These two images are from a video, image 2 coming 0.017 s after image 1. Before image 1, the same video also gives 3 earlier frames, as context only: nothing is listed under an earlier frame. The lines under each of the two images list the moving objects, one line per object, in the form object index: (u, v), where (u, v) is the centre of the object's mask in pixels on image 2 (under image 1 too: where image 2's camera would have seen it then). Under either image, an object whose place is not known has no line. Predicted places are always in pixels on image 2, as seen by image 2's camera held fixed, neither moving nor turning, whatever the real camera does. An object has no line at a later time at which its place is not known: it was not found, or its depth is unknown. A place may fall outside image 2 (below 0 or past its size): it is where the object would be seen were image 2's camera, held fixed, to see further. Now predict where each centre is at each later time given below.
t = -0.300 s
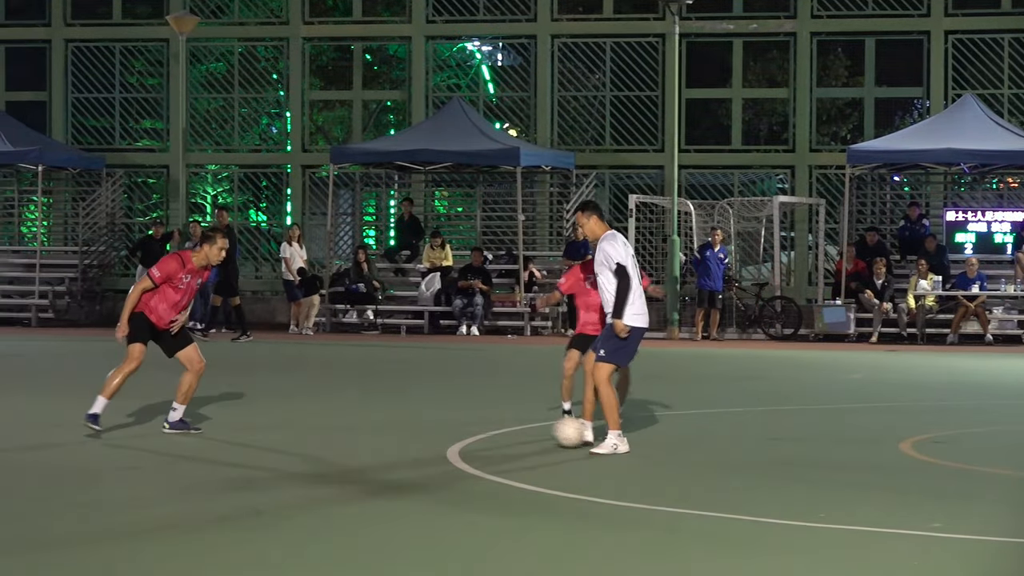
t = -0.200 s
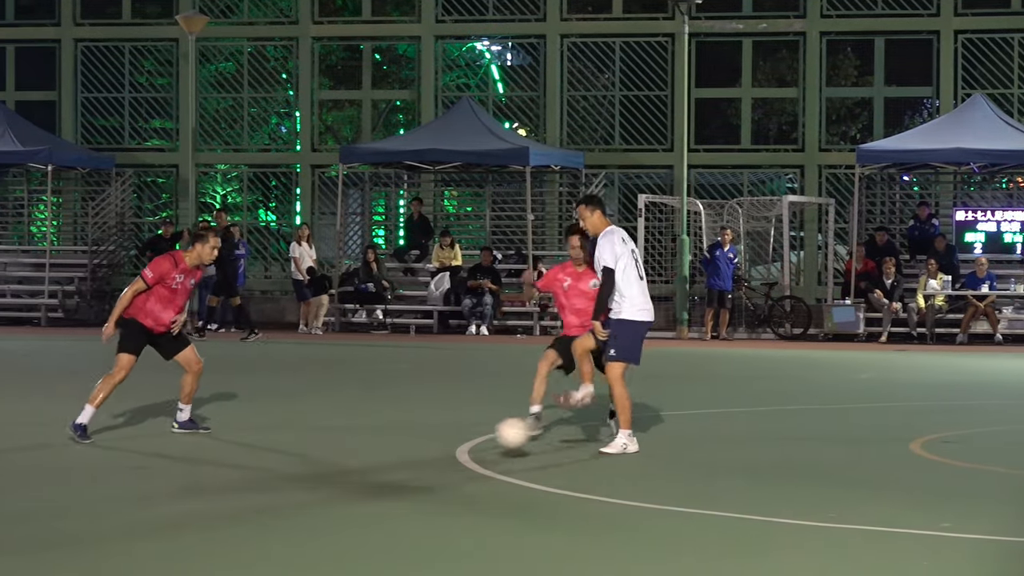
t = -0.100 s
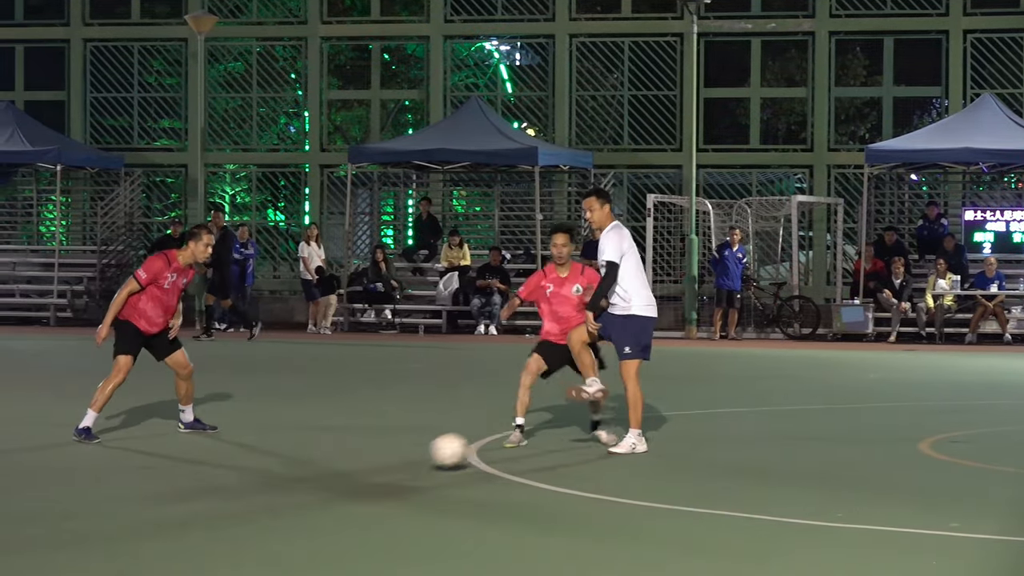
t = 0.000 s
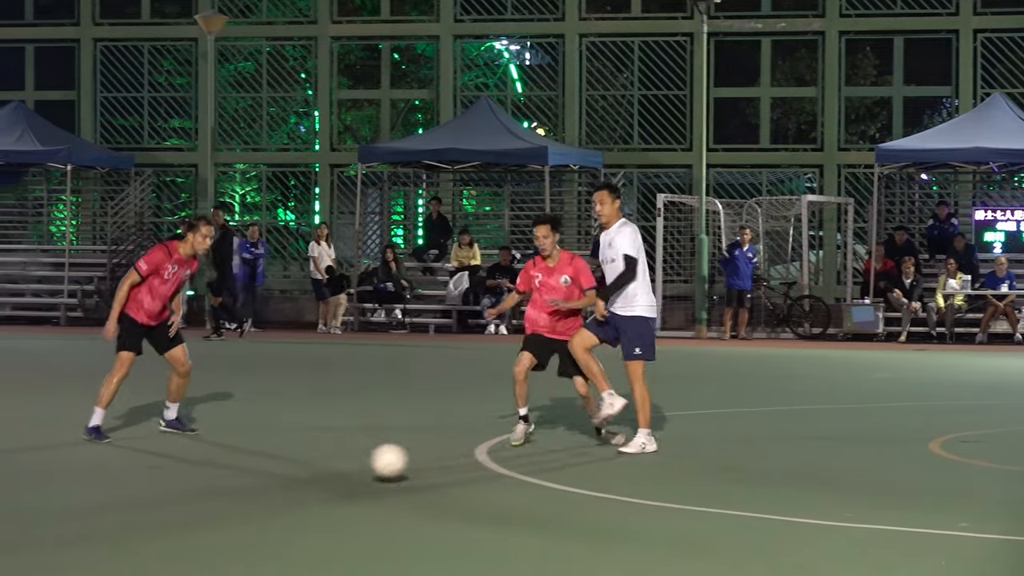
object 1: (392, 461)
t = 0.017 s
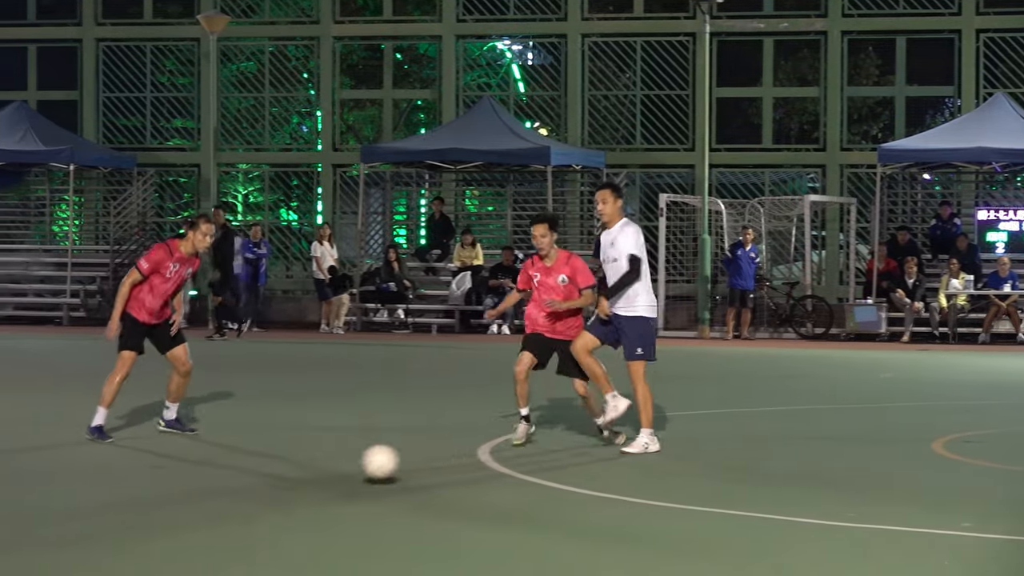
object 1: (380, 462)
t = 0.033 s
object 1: (368, 464)
